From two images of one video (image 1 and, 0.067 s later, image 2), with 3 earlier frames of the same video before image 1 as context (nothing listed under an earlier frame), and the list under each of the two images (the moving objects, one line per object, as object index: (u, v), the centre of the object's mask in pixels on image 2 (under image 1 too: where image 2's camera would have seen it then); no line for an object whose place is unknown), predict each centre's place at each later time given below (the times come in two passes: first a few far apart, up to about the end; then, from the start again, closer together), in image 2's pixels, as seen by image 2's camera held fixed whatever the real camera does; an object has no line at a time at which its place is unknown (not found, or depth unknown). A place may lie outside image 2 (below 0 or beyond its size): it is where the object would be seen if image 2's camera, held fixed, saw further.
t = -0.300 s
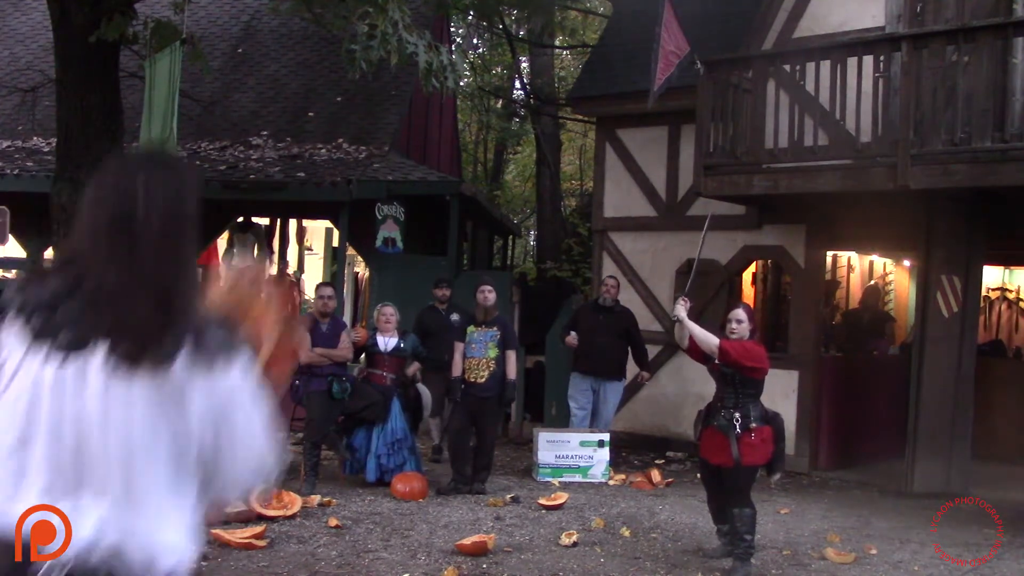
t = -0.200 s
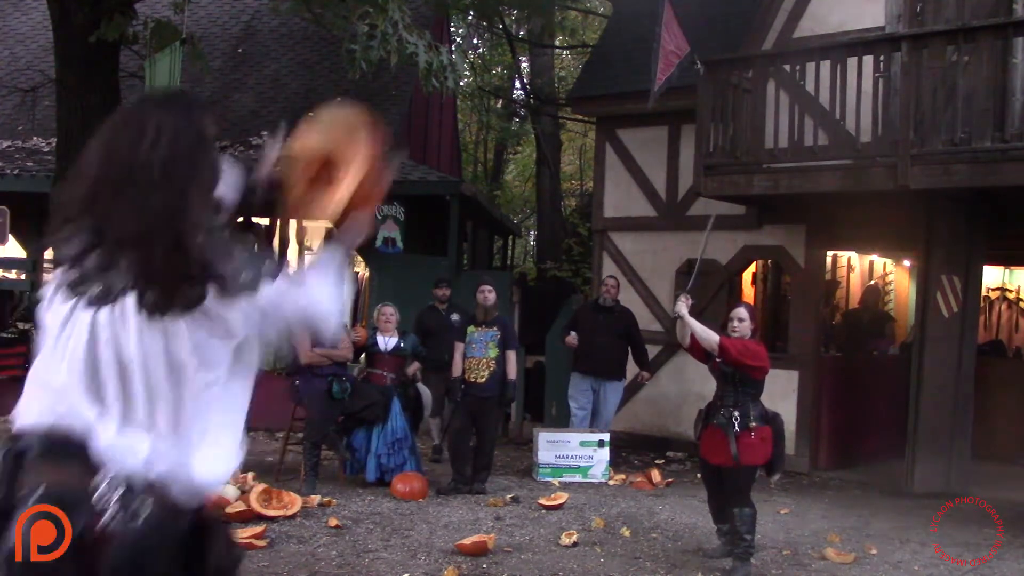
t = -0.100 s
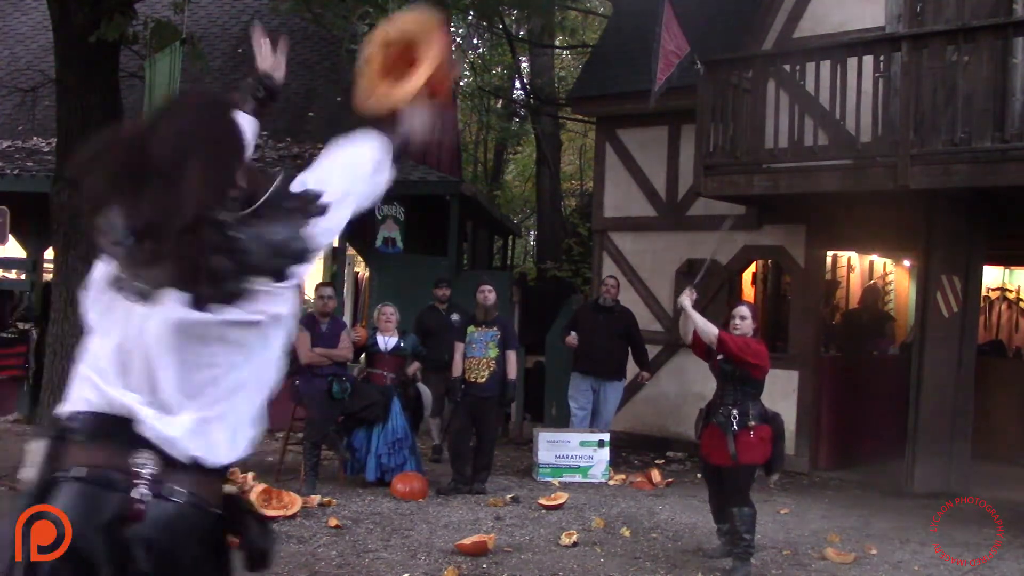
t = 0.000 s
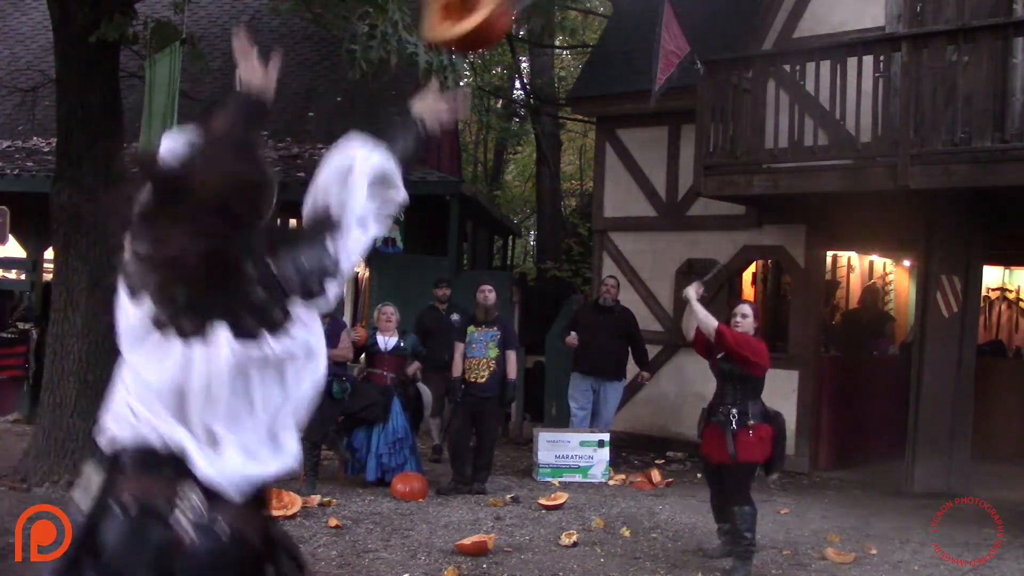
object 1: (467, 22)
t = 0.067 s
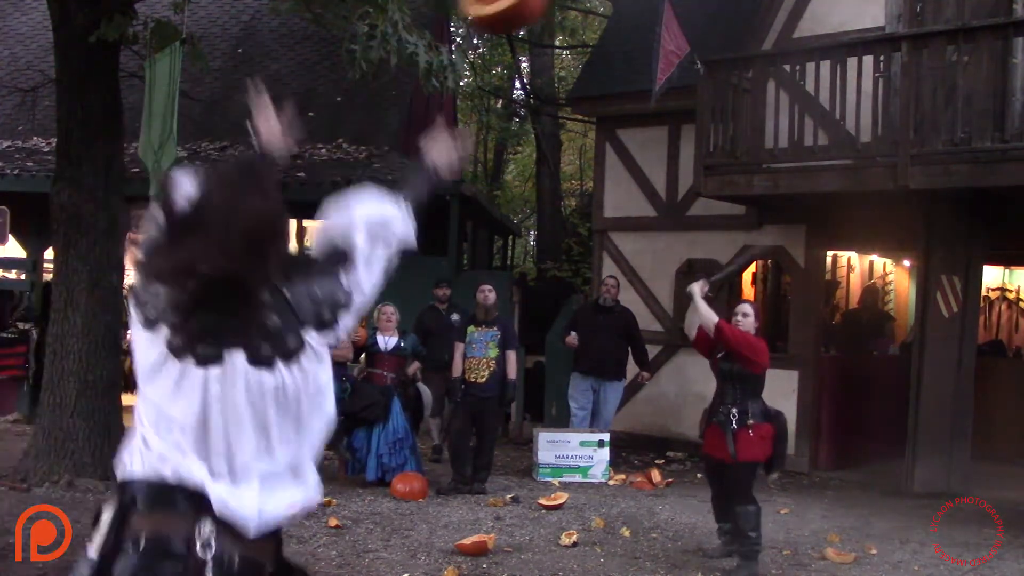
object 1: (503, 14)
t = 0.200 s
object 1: (560, 15)
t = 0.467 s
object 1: (642, 123)
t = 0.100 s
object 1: (519, 12)
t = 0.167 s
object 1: (547, 13)
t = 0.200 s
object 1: (560, 15)
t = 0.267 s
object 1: (585, 23)
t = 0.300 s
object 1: (597, 29)
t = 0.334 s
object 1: (606, 41)
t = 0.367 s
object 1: (618, 60)
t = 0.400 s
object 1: (627, 80)
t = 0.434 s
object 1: (635, 100)
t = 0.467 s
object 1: (642, 123)
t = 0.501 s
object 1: (649, 149)
